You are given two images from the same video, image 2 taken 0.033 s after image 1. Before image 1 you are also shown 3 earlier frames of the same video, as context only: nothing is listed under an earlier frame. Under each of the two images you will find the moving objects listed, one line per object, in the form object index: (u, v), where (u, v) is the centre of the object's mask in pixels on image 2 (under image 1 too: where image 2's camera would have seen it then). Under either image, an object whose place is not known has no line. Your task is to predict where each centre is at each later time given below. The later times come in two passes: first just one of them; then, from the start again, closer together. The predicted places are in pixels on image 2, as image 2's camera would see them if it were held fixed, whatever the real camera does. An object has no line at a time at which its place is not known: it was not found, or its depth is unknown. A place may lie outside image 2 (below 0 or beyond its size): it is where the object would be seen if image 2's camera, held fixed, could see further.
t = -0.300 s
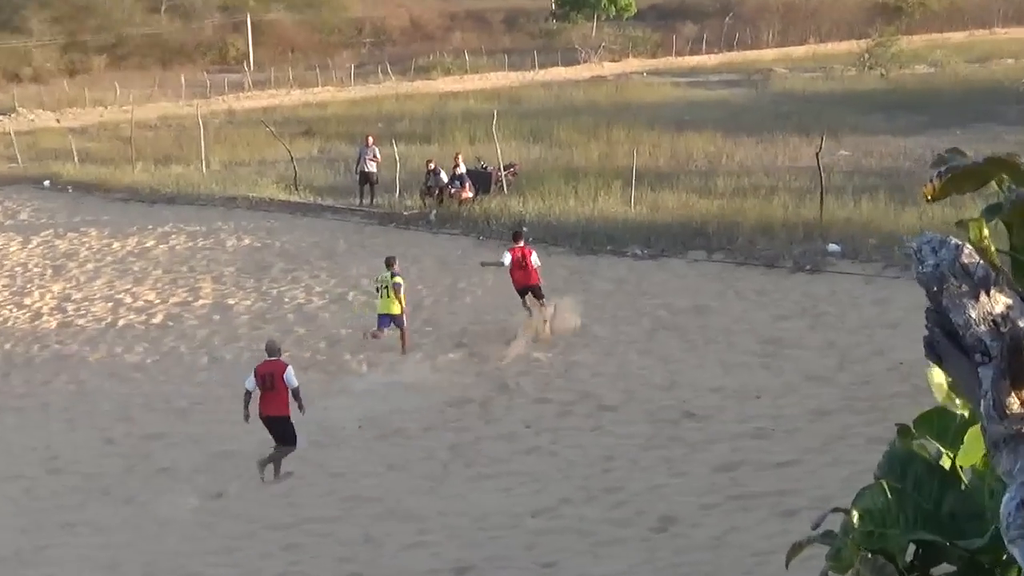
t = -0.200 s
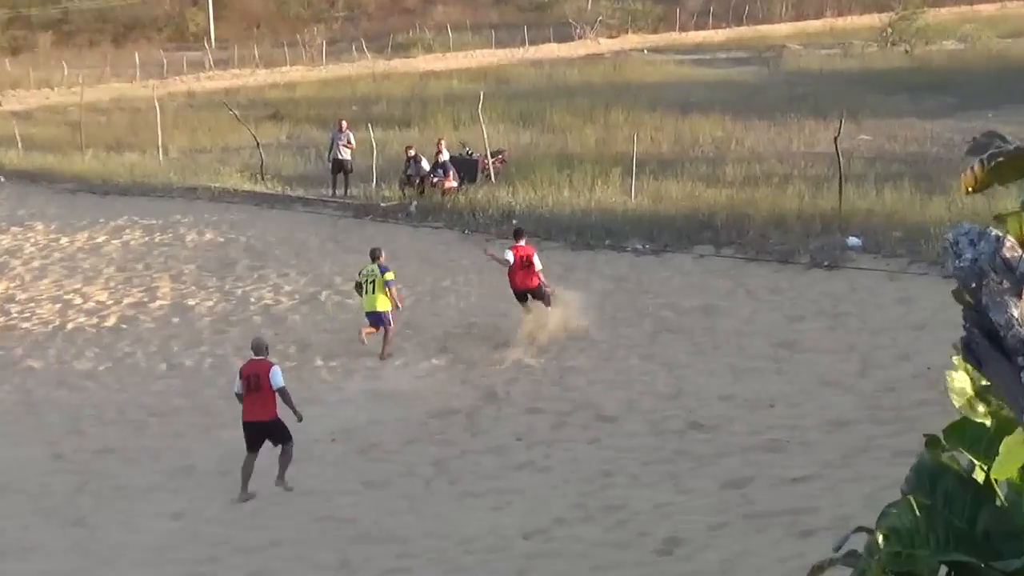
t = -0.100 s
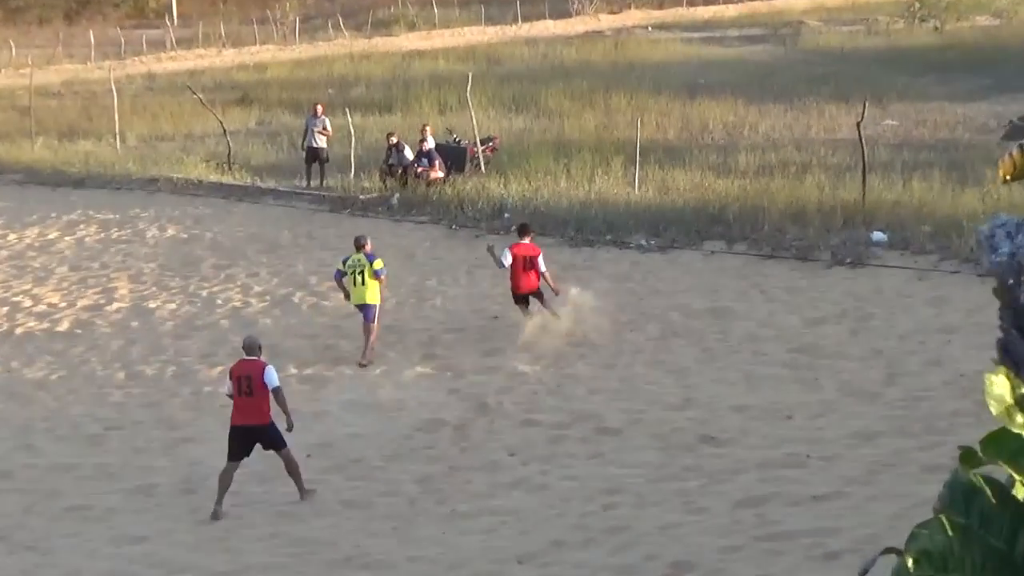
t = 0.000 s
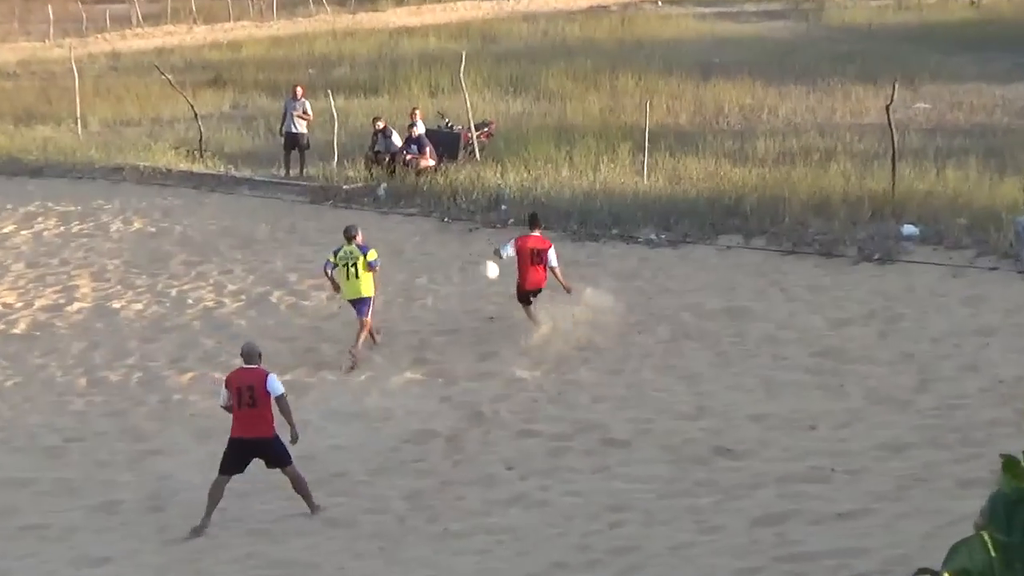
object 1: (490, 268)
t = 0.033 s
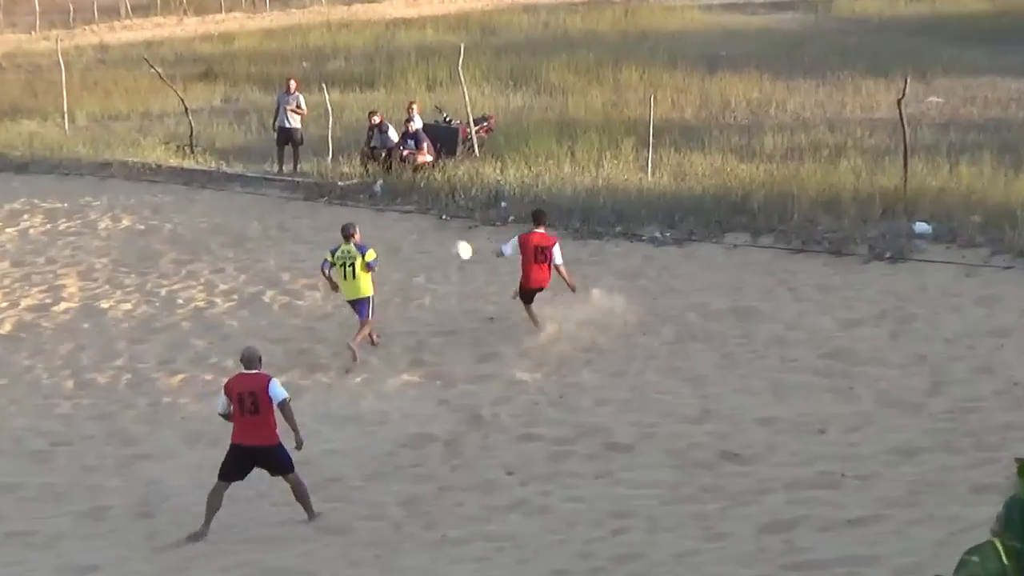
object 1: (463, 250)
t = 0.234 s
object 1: (312, 169)
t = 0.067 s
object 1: (435, 232)
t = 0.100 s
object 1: (409, 216)
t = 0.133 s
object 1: (382, 203)
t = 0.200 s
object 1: (334, 180)
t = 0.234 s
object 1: (312, 169)
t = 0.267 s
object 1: (291, 158)
